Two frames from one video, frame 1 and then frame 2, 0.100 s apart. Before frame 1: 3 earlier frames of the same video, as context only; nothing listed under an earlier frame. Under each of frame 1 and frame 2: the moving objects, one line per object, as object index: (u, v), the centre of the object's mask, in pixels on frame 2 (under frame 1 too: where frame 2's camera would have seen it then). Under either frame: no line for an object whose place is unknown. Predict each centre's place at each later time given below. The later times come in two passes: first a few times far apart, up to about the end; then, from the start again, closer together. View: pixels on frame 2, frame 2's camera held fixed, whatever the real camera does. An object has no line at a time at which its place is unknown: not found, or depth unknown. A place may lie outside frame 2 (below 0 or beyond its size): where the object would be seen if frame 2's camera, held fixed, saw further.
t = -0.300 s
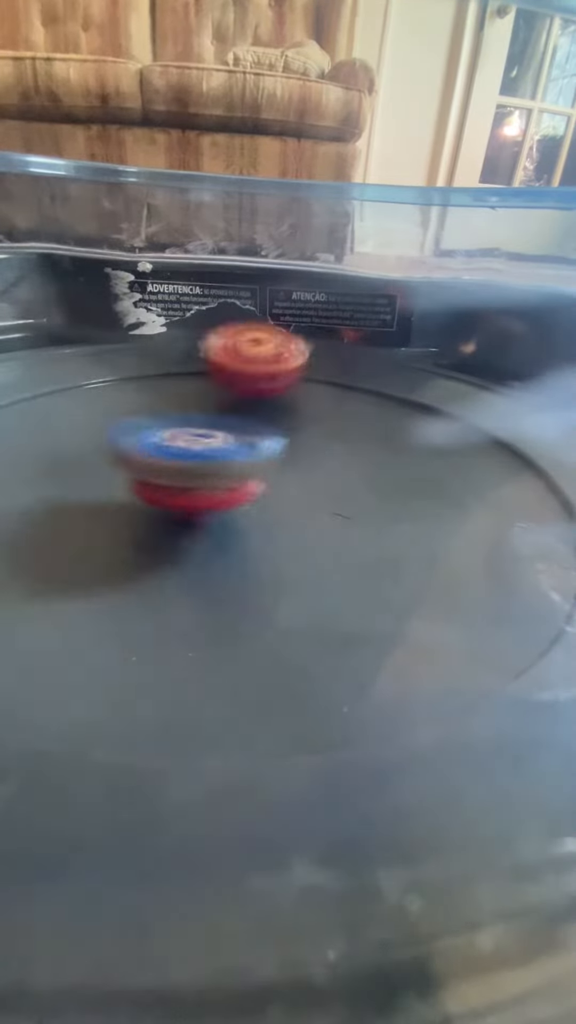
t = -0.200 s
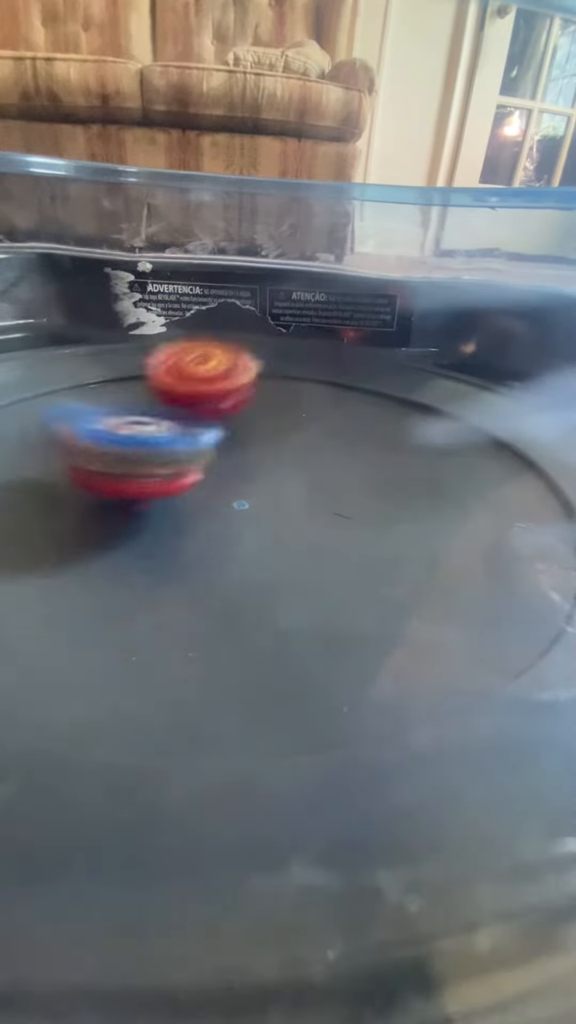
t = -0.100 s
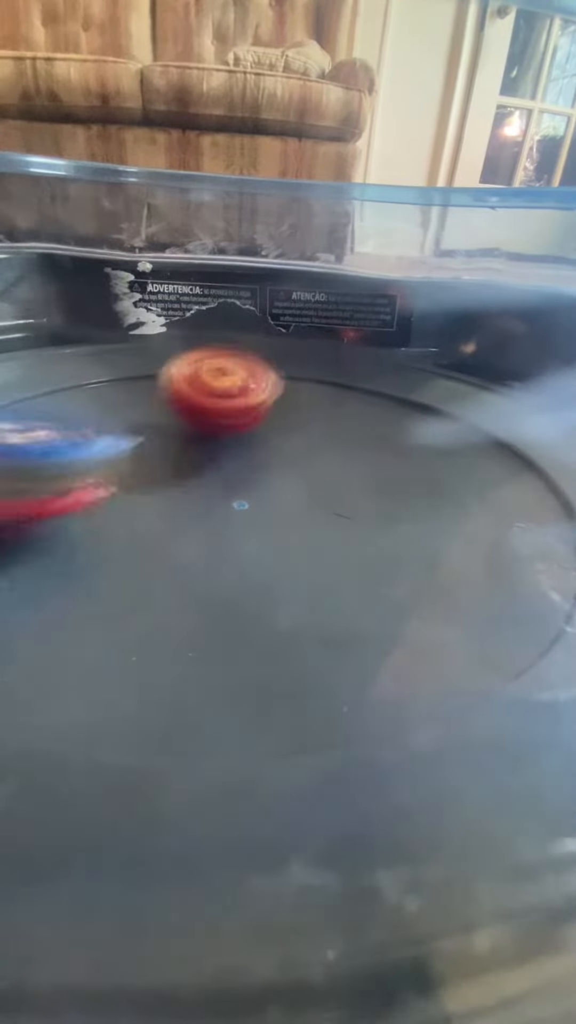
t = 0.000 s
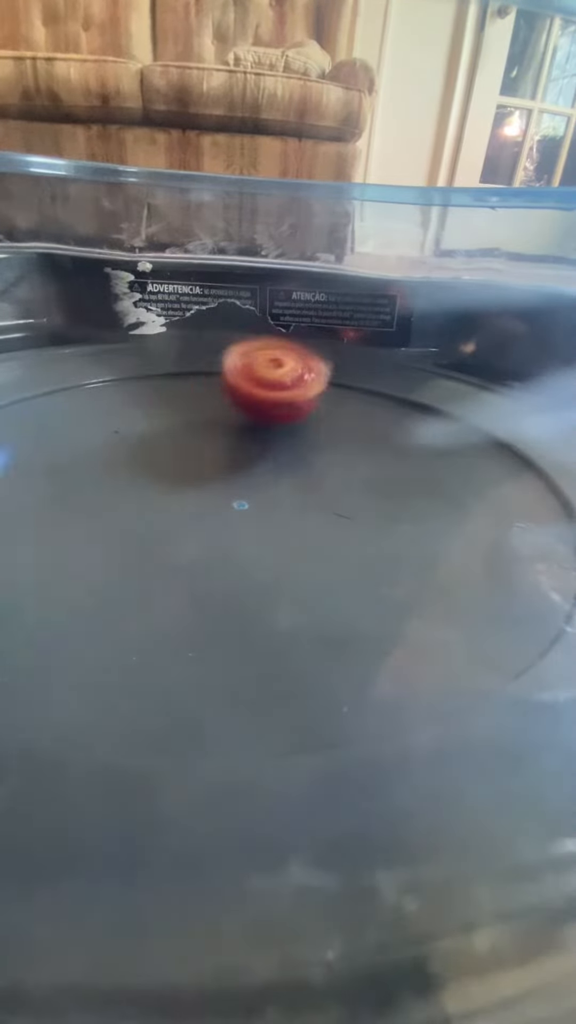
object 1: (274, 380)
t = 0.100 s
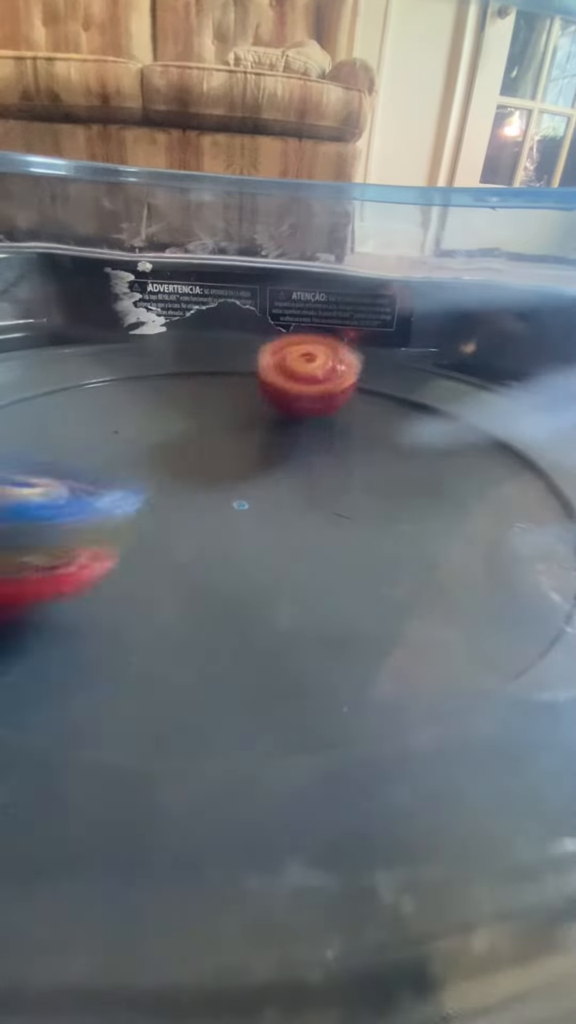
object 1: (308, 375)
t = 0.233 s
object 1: (347, 373)
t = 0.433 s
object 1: (382, 391)
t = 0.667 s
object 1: (363, 457)
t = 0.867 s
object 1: (370, 516)
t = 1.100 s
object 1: (334, 563)
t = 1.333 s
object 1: (251, 613)
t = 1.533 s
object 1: (160, 576)
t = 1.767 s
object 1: (100, 482)
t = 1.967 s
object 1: (79, 425)
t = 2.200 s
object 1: (100, 388)
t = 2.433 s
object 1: (186, 399)
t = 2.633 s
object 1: (281, 396)
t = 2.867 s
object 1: (354, 399)
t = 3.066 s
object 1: (367, 430)
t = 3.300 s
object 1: (360, 487)
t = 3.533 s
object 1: (301, 530)
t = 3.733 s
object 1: (196, 530)
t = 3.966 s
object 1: (116, 488)
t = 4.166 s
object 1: (102, 452)
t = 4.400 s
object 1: (122, 420)
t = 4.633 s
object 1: (134, 420)
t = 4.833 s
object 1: (219, 434)
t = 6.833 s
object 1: (246, 520)
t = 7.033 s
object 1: (226, 534)
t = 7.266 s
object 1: (184, 499)
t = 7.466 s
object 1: (182, 495)
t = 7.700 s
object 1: (182, 495)
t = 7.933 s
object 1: (182, 495)
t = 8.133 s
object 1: (182, 495)
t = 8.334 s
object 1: (182, 495)
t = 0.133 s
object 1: (318, 374)
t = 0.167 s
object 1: (328, 374)
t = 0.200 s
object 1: (338, 372)
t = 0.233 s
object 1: (347, 373)
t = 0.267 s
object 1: (356, 374)
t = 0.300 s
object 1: (363, 376)
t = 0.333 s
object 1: (369, 379)
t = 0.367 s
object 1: (375, 382)
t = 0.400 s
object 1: (380, 386)
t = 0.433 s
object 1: (382, 391)
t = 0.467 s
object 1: (383, 397)
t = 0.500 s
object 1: (378, 406)
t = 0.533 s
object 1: (372, 415)
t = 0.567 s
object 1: (368, 424)
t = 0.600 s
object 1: (364, 436)
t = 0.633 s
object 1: (362, 446)
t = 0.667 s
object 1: (363, 457)
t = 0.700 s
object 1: (364, 467)
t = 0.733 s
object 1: (365, 478)
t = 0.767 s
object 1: (366, 488)
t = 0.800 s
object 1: (368, 498)
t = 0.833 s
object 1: (369, 507)
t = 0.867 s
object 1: (370, 516)
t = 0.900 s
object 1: (369, 525)
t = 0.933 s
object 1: (367, 535)
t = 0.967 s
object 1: (364, 543)
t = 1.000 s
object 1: (361, 550)
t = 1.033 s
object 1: (356, 557)
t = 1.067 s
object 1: (348, 561)
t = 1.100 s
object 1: (334, 563)
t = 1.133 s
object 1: (320, 562)
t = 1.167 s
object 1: (312, 578)
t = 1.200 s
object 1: (298, 587)
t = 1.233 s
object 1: (289, 595)
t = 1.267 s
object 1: (277, 602)
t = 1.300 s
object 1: (266, 608)
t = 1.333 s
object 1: (251, 613)
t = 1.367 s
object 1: (236, 615)
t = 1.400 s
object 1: (219, 614)
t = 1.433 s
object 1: (202, 609)
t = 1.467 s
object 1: (189, 600)
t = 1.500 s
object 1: (174, 589)
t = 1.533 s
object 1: (160, 576)
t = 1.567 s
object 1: (150, 562)
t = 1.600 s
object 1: (142, 547)
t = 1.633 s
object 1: (133, 532)
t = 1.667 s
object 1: (124, 519)
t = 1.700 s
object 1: (116, 506)
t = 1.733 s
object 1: (108, 495)
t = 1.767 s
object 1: (100, 482)
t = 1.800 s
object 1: (94, 470)
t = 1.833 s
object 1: (89, 460)
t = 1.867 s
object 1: (85, 451)
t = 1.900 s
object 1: (82, 441)
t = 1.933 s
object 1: (80, 433)
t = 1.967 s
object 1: (79, 425)
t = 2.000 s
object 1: (79, 416)
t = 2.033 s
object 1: (82, 409)
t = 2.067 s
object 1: (83, 403)
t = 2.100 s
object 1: (86, 398)
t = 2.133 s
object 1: (89, 393)
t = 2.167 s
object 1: (93, 390)
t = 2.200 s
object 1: (100, 388)
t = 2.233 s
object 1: (108, 387)
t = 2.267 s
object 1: (117, 386)
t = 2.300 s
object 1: (127, 389)
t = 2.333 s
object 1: (141, 393)
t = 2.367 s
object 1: (156, 396)
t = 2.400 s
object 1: (173, 399)
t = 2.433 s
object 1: (186, 399)
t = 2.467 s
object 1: (205, 395)
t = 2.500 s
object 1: (222, 394)
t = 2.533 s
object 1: (240, 396)
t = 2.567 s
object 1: (256, 397)
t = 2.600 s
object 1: (268, 397)
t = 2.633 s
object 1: (281, 396)
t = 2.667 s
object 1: (294, 396)
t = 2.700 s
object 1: (304, 395)
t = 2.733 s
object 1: (317, 395)
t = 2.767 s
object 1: (328, 395)
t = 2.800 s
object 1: (338, 396)
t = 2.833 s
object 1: (347, 397)
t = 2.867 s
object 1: (354, 399)
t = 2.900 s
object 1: (360, 402)
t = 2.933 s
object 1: (364, 406)
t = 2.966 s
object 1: (366, 410)
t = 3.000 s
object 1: (368, 415)
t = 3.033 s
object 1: (367, 422)
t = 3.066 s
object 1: (367, 430)
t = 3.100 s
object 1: (367, 438)
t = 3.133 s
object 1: (366, 446)
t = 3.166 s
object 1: (368, 454)
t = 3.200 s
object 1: (367, 462)
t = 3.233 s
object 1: (366, 471)
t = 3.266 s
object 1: (363, 479)
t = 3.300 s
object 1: (360, 487)
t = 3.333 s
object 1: (357, 494)
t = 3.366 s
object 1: (353, 501)
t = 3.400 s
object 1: (346, 508)
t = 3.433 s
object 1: (337, 514)
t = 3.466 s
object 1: (327, 520)
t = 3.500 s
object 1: (315, 525)
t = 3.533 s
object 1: (301, 530)
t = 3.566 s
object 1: (285, 533)
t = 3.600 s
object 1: (268, 535)
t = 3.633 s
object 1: (250, 535)
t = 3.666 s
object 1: (232, 534)
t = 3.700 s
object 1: (214, 533)
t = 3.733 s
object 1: (196, 530)
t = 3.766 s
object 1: (181, 525)
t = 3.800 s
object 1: (167, 520)
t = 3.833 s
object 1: (154, 514)
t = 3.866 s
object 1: (141, 508)
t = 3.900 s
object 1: (132, 501)
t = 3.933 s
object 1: (122, 494)
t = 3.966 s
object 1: (116, 488)
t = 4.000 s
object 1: (110, 481)
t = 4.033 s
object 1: (105, 474)
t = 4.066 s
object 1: (102, 468)
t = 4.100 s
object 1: (100, 462)
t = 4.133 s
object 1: (100, 456)
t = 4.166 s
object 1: (102, 452)
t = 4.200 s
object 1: (106, 445)
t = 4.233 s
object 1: (113, 442)
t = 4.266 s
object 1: (121, 438)
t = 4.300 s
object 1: (130, 434)
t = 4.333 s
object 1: (136, 430)
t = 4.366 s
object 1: (129, 425)
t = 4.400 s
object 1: (122, 420)
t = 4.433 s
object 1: (118, 417)
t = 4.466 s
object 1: (116, 414)
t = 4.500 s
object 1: (116, 413)
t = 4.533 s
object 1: (117, 413)
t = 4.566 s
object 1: (118, 413)
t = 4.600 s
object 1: (124, 416)
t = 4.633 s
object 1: (134, 420)
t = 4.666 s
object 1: (147, 425)
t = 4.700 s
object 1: (159, 428)
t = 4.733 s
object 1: (176, 430)
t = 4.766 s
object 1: (190, 432)
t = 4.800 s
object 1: (204, 433)
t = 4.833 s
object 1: (219, 434)
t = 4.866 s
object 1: (232, 433)
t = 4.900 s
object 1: (226, 420)
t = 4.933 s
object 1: (220, 408)
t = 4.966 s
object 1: (217, 399)
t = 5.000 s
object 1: (215, 395)
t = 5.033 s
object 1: (212, 391)
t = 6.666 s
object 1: (248, 506)
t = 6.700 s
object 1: (248, 505)
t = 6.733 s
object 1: (248, 505)
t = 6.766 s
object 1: (242, 511)
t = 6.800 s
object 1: (242, 514)
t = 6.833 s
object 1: (246, 520)
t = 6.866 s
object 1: (255, 522)
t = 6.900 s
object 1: (262, 520)
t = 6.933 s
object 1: (266, 521)
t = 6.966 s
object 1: (261, 524)
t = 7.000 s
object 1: (244, 532)
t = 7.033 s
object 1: (226, 534)
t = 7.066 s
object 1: (208, 531)
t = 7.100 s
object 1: (197, 529)
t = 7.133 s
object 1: (188, 524)
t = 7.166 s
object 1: (188, 518)
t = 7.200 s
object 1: (194, 510)
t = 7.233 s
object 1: (195, 502)
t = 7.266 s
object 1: (184, 499)
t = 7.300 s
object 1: (180, 497)
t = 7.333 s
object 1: (180, 495)
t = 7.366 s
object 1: (181, 495)
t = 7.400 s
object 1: (182, 495)
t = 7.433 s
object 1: (182, 495)
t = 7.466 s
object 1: (182, 495)
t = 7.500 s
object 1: (182, 495)
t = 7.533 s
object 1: (181, 495)
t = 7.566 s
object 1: (182, 495)
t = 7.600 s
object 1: (182, 495)
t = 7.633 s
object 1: (182, 495)
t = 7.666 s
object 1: (182, 495)
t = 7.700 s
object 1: (182, 495)
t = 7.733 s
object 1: (182, 495)
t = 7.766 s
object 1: (182, 495)
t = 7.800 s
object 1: (182, 495)
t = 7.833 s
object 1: (182, 495)
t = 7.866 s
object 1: (182, 495)
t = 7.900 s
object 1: (182, 495)
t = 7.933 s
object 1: (182, 495)
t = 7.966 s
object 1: (182, 495)
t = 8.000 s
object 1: (182, 495)
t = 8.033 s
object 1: (182, 495)
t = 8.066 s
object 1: (182, 495)
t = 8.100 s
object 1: (182, 495)
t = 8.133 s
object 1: (182, 495)
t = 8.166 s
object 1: (182, 495)
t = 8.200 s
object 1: (182, 495)
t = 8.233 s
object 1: (182, 495)
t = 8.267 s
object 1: (182, 495)
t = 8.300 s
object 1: (182, 494)
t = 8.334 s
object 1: (182, 495)
